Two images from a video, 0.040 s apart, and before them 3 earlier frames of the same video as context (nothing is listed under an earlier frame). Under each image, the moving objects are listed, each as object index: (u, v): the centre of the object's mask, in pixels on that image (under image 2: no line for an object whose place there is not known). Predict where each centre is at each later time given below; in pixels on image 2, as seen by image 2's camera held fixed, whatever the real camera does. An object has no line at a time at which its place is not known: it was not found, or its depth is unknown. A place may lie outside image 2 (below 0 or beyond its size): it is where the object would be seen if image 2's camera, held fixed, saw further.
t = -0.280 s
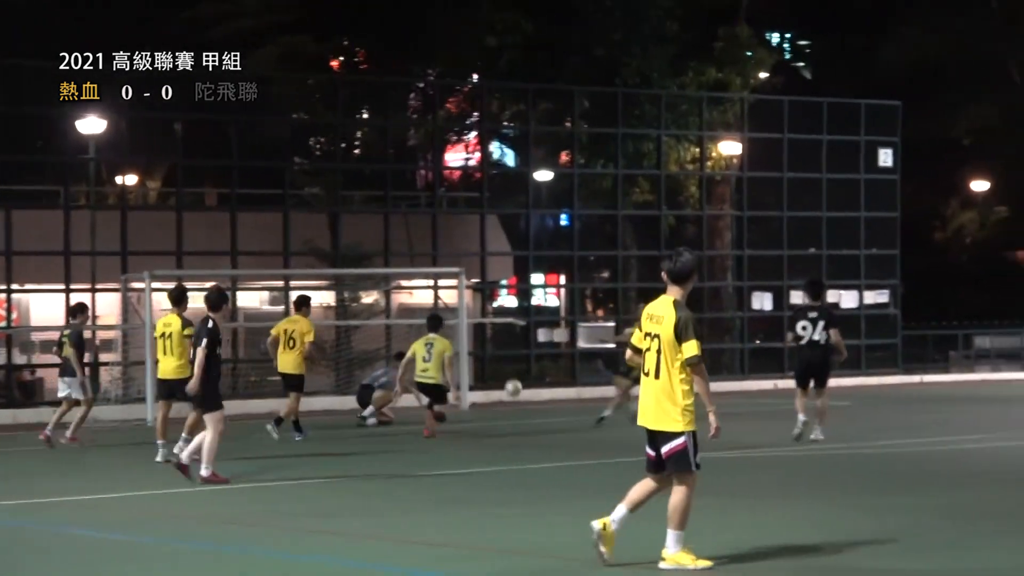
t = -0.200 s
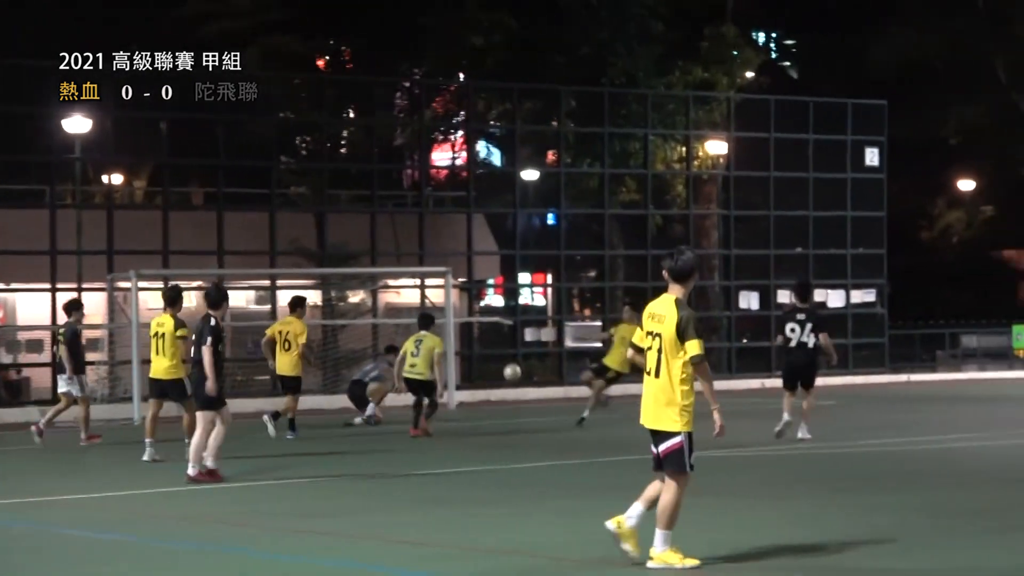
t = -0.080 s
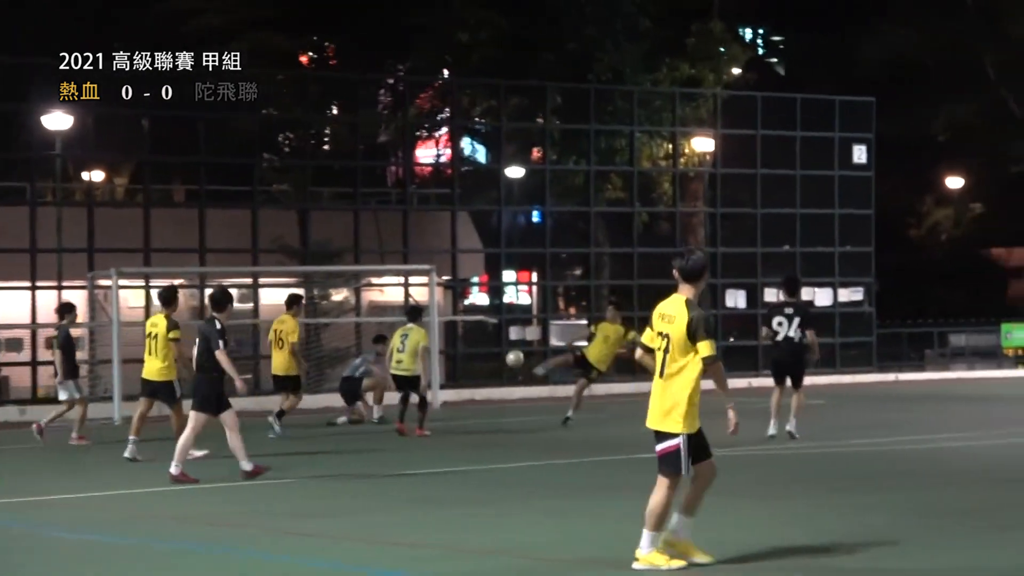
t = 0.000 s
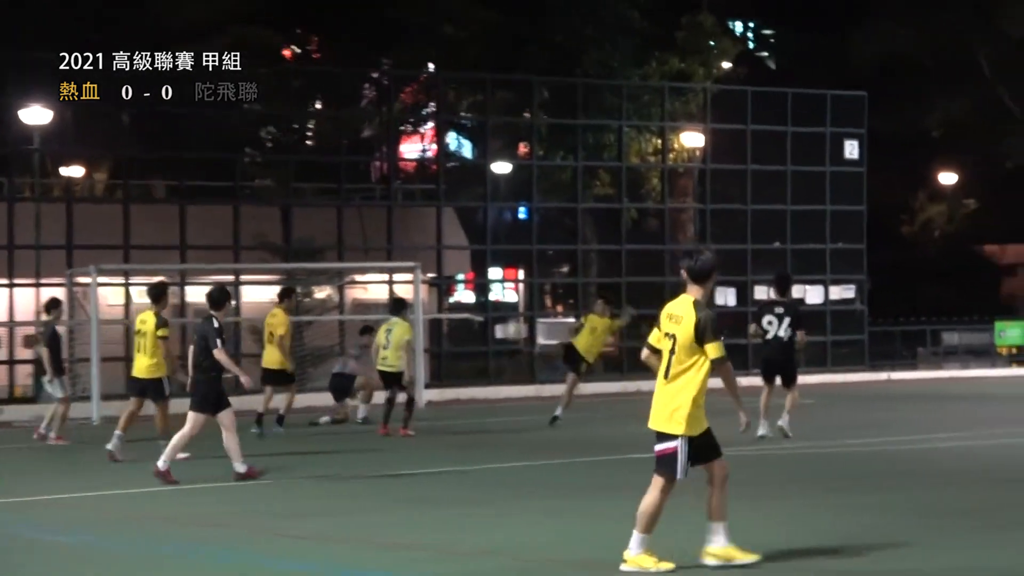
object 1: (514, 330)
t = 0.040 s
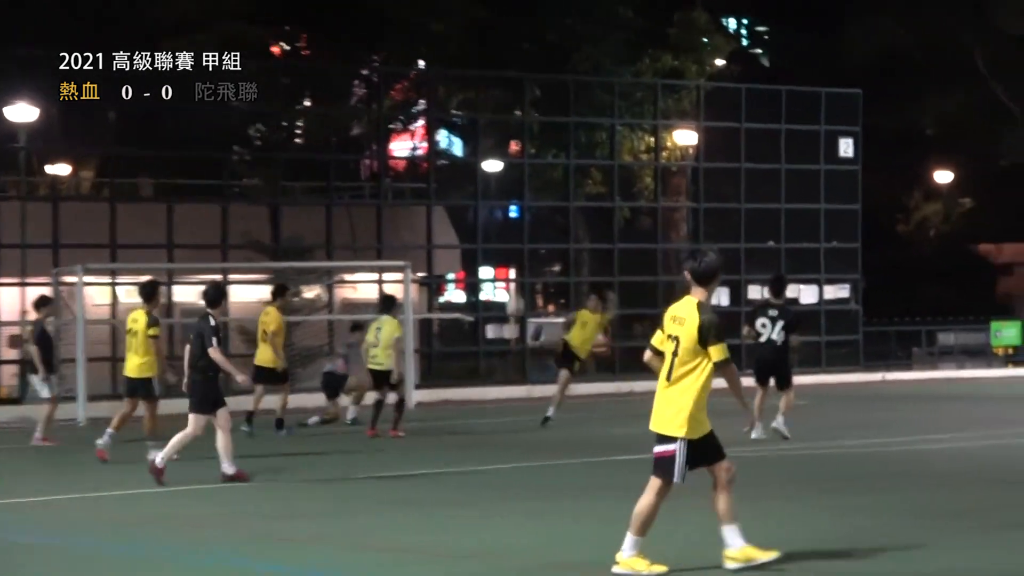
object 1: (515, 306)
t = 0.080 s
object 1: (523, 282)
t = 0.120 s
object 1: (532, 259)
